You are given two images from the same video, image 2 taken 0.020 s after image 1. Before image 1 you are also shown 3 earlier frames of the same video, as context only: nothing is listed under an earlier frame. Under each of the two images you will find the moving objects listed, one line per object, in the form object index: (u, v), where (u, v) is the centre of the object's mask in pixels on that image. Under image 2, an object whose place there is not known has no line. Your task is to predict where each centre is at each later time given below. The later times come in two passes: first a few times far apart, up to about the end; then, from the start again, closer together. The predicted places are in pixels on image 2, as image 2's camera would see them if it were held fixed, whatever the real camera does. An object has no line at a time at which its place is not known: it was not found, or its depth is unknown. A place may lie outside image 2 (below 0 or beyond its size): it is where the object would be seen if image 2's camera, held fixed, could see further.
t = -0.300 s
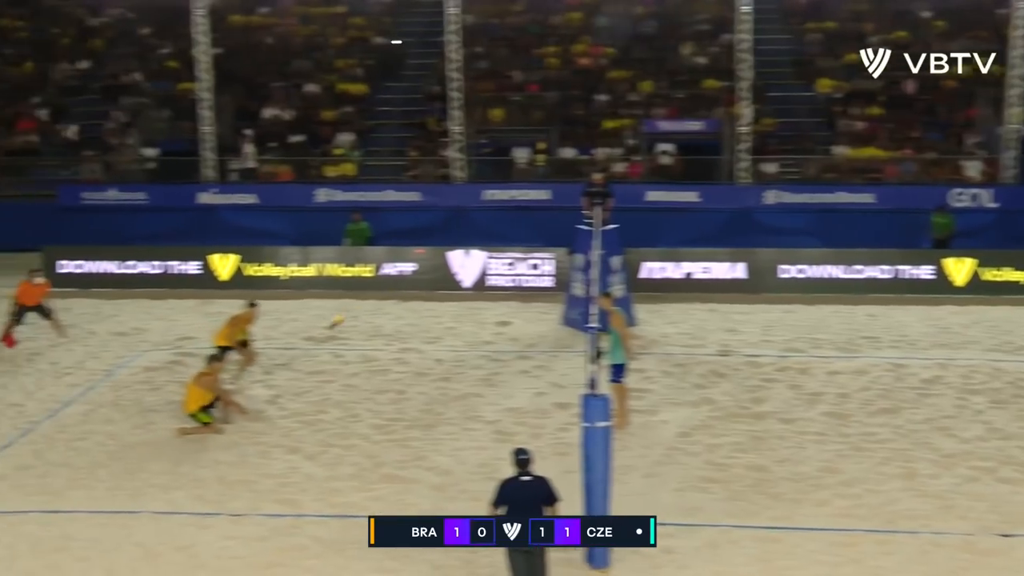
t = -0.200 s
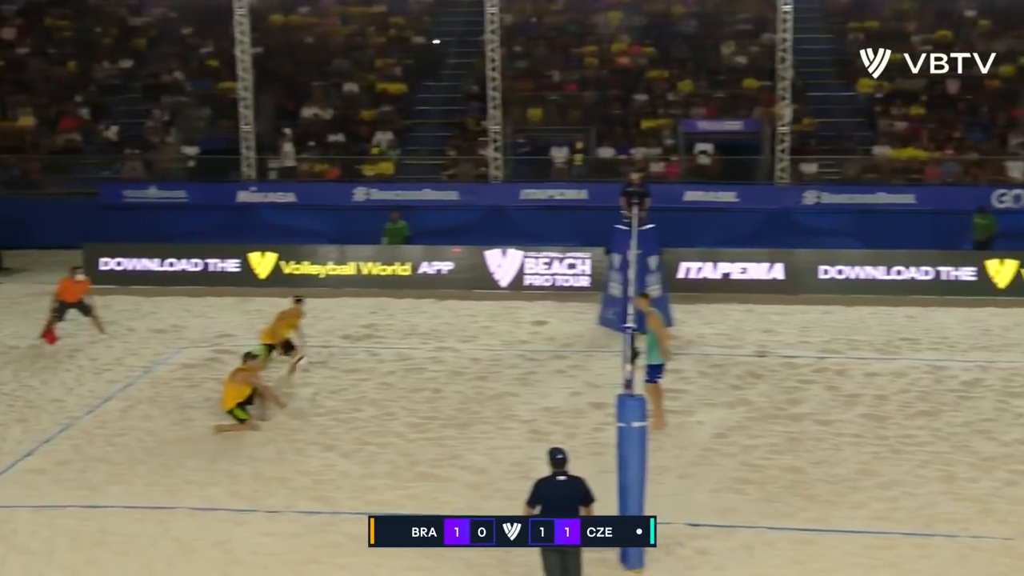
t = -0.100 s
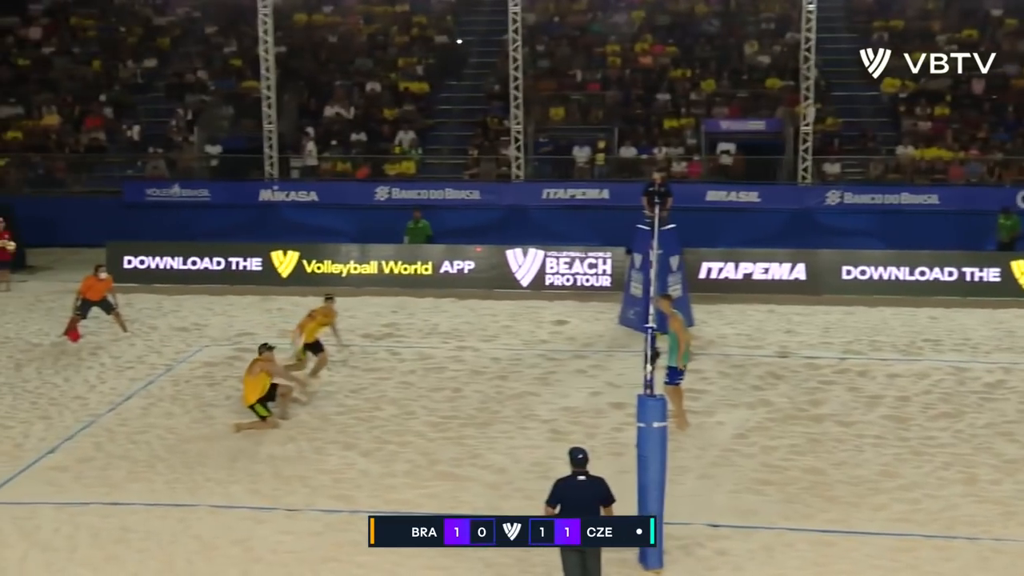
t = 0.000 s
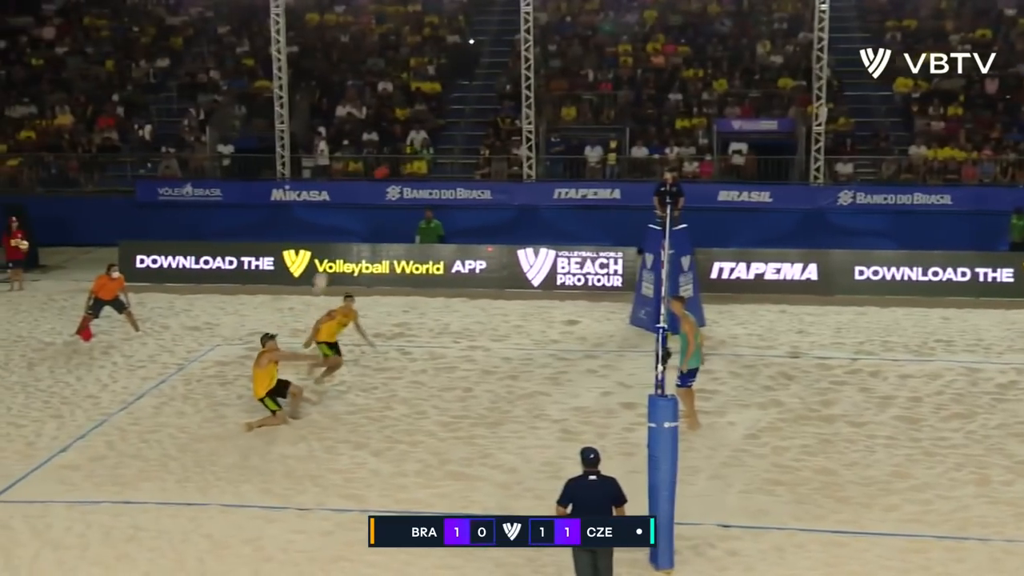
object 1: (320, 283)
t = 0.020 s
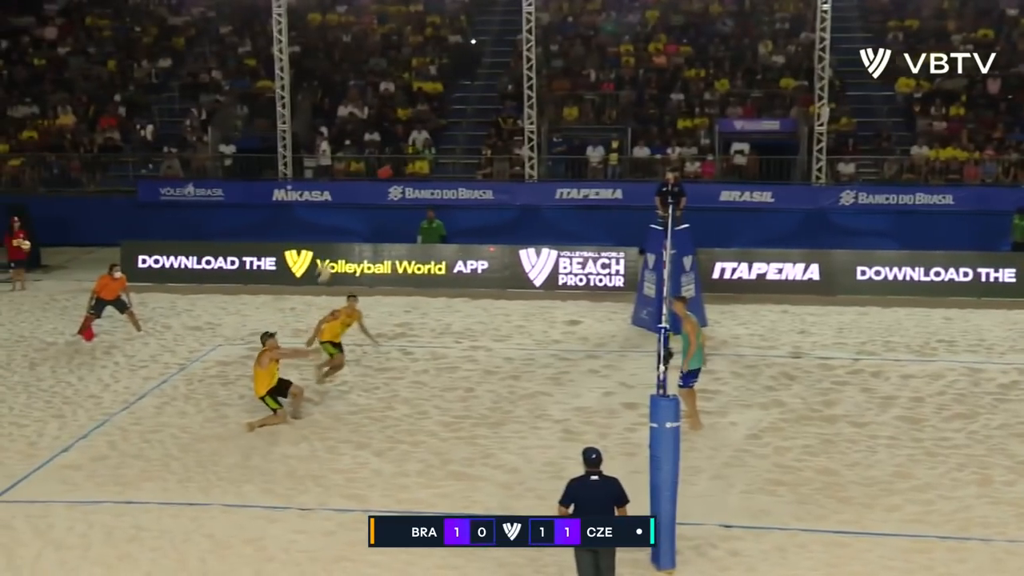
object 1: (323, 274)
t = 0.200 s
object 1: (344, 183)
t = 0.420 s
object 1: (367, 106)
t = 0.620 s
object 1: (385, 62)
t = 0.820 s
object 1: (404, 48)
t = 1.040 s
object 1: (425, 65)
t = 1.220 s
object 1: (442, 105)
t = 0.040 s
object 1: (327, 257)
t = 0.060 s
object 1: (328, 249)
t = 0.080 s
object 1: (331, 240)
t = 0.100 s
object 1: (333, 230)
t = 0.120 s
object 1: (335, 220)
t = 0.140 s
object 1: (337, 210)
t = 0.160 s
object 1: (340, 201)
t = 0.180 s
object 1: (343, 191)
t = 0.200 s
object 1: (344, 183)
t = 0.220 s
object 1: (346, 175)
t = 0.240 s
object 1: (348, 167)
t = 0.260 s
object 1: (351, 159)
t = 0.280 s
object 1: (353, 150)
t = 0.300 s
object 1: (354, 144)
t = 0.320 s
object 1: (357, 136)
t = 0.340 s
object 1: (359, 130)
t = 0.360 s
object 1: (360, 123)
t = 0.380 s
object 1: (362, 117)
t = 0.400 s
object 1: (364, 111)
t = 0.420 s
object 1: (367, 106)
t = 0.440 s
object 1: (368, 100)
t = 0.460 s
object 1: (370, 94)
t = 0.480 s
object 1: (372, 89)
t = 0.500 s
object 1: (374, 85)
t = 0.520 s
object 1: (376, 80)
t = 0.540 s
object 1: (378, 76)
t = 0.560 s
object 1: (379, 72)
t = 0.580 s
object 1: (381, 68)
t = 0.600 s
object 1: (383, 65)
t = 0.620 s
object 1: (385, 62)
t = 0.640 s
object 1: (387, 60)
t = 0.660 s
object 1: (389, 57)
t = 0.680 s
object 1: (391, 56)
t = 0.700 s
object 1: (393, 53)
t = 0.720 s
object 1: (395, 52)
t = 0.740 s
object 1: (397, 50)
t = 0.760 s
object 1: (398, 49)
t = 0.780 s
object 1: (400, 49)
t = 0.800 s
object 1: (402, 48)
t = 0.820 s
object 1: (404, 48)
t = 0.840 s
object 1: (405, 48)
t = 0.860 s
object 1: (408, 49)
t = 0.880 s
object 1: (410, 50)
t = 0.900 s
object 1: (412, 51)
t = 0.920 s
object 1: (414, 52)
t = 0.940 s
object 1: (415, 53)
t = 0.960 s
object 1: (418, 55)
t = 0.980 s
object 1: (419, 57)
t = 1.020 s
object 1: (423, 62)
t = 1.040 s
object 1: (425, 65)
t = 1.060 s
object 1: (426, 68)
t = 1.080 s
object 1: (428, 72)
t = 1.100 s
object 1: (430, 75)
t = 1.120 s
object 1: (432, 80)
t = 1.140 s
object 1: (435, 85)
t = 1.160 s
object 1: (437, 89)
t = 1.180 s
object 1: (438, 95)
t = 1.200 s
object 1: (440, 100)
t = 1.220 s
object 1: (442, 105)
